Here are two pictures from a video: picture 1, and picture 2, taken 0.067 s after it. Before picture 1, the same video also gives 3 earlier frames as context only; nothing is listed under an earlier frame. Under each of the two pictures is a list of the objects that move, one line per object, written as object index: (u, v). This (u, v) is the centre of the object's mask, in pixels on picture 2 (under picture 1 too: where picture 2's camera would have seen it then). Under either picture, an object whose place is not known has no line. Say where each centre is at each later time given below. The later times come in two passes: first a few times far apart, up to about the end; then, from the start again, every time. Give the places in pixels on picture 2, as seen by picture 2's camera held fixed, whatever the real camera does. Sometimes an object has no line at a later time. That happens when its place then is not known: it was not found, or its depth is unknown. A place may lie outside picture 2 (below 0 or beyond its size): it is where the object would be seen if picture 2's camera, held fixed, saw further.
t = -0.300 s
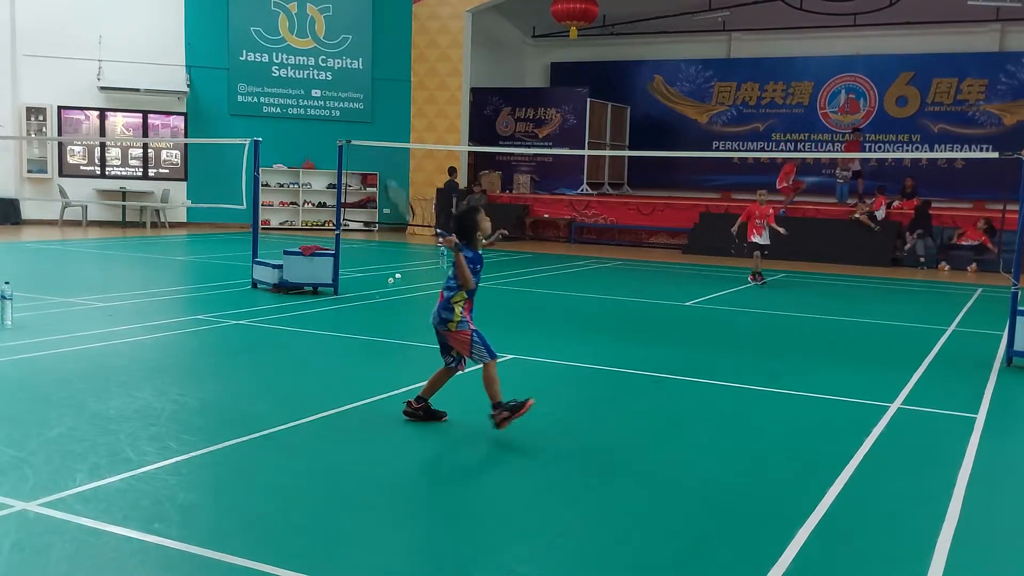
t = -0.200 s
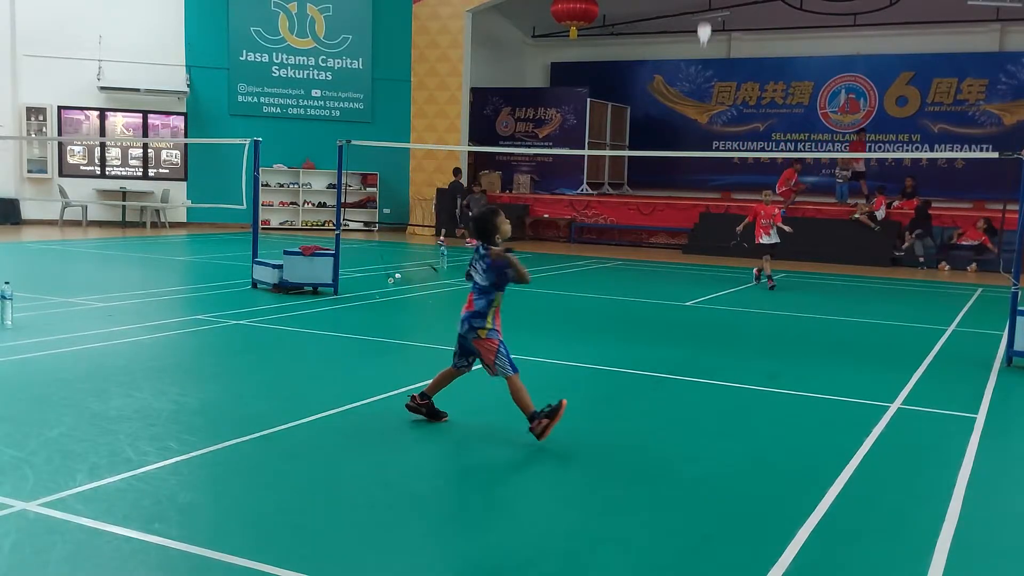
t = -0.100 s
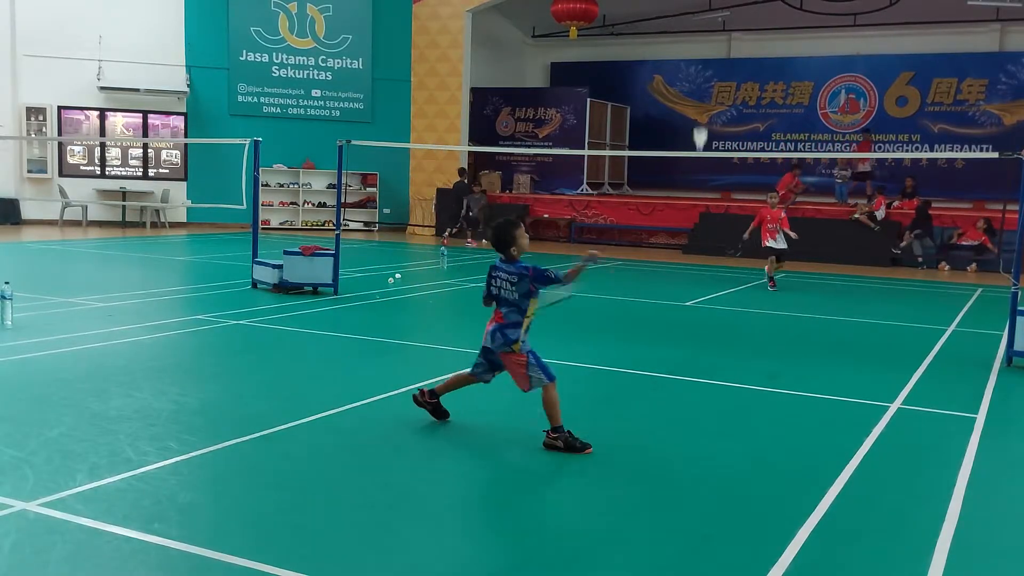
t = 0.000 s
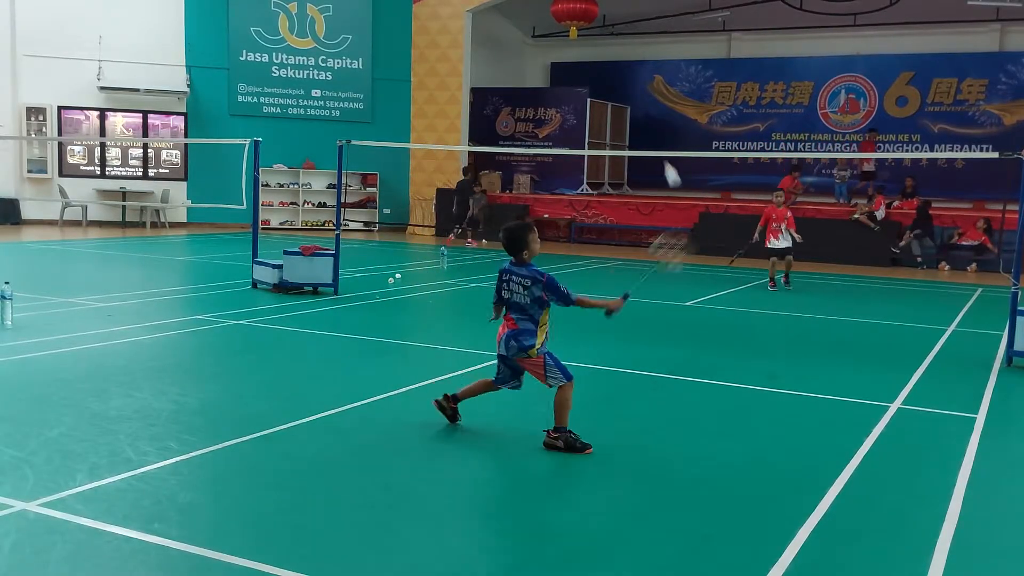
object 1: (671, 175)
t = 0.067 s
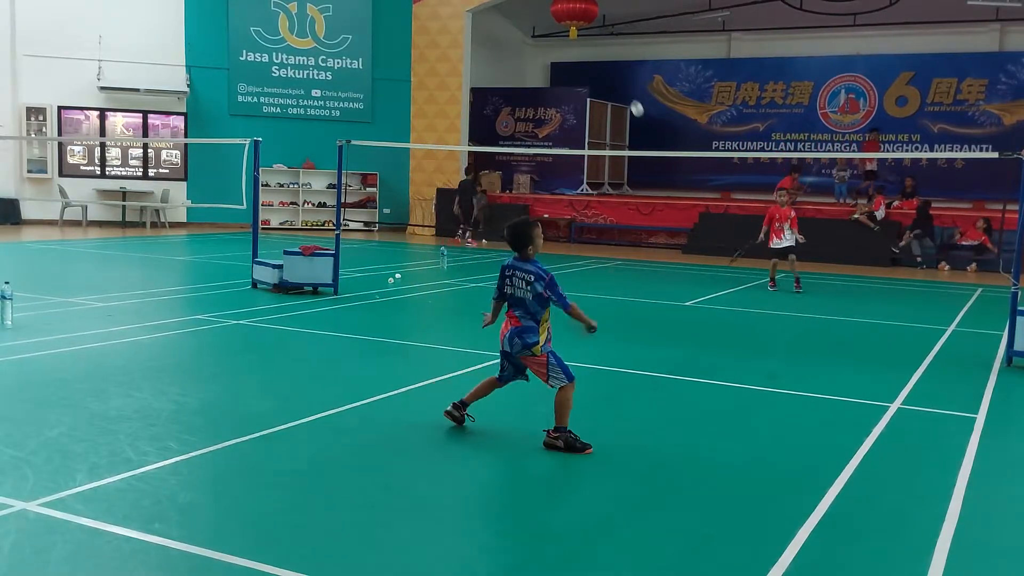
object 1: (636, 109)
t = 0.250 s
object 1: (594, 47)
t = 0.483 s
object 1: (571, 55)
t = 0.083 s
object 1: (631, 98)
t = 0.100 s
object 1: (626, 89)
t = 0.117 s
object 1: (621, 81)
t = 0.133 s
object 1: (617, 73)
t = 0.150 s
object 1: (613, 67)
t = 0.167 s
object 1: (609, 62)
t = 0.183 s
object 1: (605, 58)
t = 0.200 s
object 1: (602, 55)
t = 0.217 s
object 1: (599, 52)
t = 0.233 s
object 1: (596, 49)
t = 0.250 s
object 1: (594, 47)
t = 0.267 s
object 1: (591, 46)
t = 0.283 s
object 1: (589, 45)
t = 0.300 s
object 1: (587, 44)
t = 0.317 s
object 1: (585, 44)
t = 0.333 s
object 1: (583, 44)
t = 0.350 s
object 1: (582, 44)
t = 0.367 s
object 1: (580, 45)
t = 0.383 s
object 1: (578, 45)
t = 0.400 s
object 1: (577, 47)
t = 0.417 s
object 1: (575, 48)
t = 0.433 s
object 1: (574, 49)
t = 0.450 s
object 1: (573, 51)
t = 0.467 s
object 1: (572, 53)
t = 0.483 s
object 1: (571, 55)
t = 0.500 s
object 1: (569, 57)
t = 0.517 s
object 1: (568, 60)
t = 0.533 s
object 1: (567, 63)
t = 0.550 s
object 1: (566, 66)
